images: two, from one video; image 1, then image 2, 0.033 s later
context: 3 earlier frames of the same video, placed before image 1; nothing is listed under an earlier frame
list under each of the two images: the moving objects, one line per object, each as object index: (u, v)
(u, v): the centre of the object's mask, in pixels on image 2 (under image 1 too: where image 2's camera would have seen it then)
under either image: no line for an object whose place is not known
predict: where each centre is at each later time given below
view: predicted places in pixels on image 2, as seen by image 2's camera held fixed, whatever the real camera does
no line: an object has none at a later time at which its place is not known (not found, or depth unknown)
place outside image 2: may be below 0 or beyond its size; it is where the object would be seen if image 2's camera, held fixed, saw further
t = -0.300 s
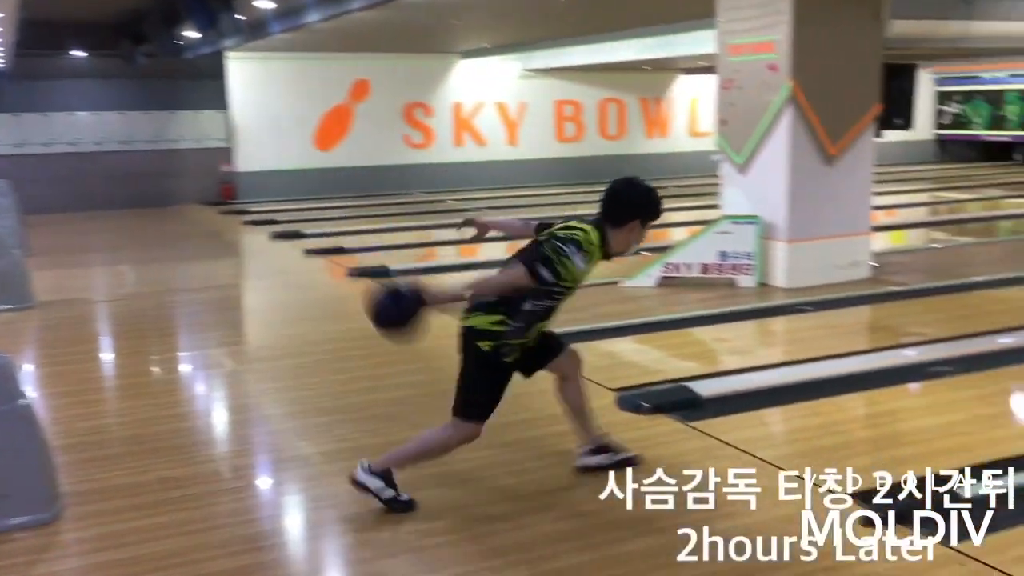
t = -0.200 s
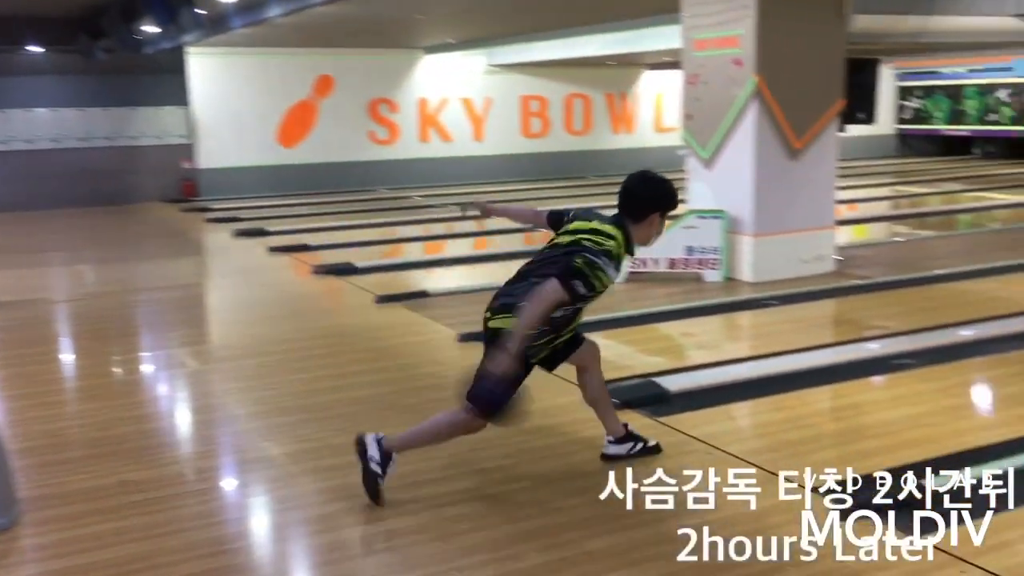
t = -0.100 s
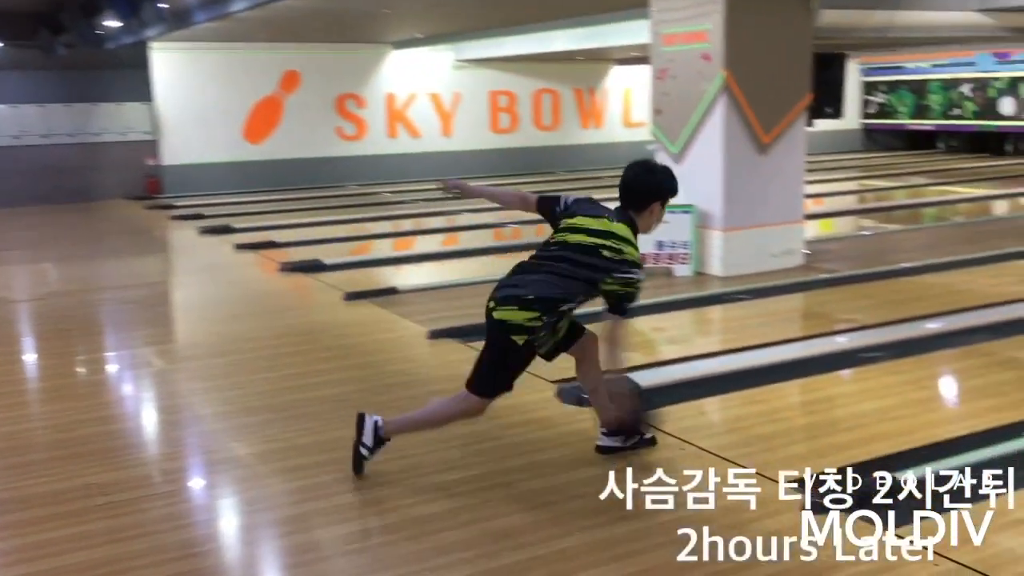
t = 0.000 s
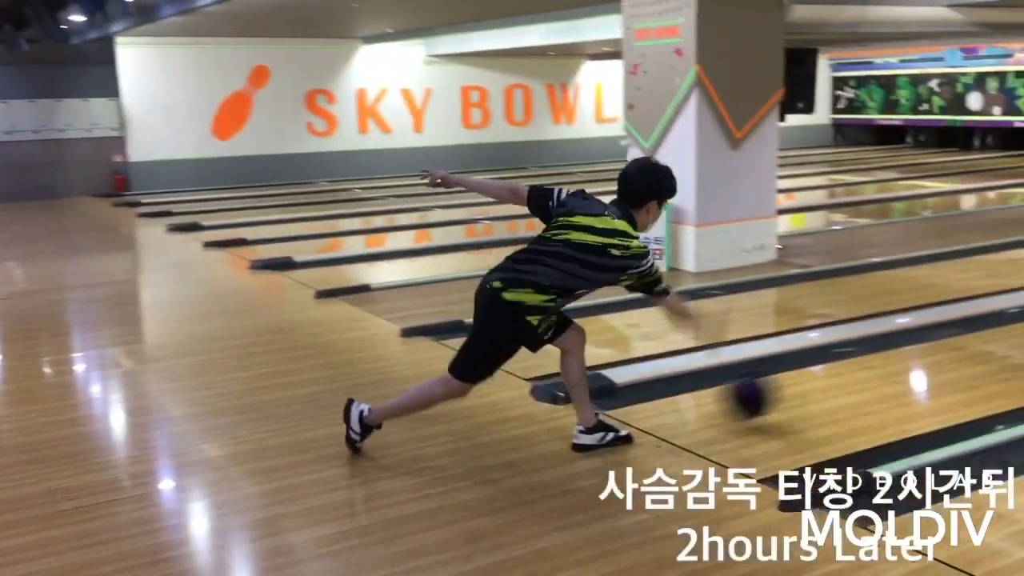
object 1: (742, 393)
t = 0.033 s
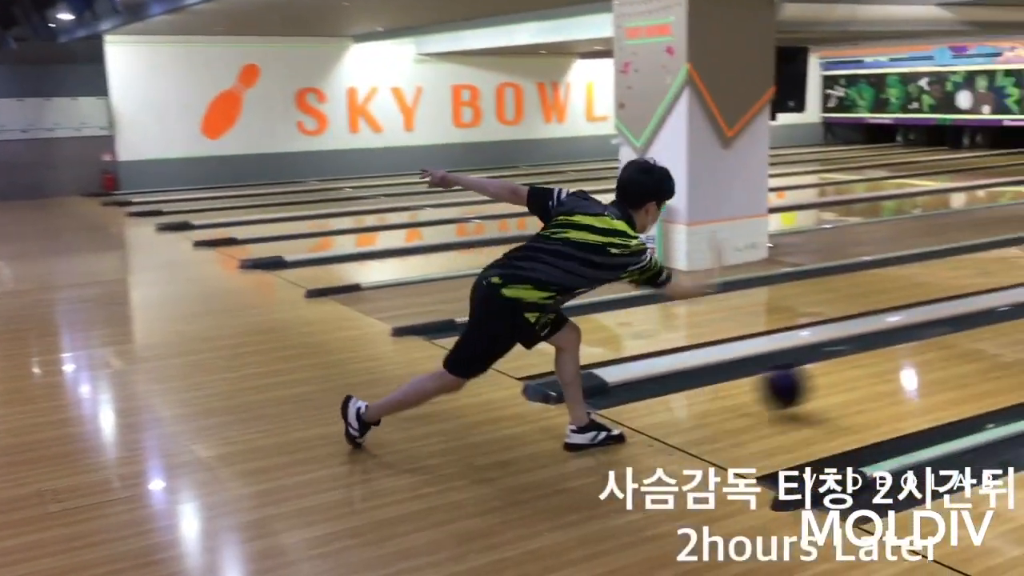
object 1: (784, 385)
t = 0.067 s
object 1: (825, 379)
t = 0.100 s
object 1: (862, 376)
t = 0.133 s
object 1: (900, 374)
